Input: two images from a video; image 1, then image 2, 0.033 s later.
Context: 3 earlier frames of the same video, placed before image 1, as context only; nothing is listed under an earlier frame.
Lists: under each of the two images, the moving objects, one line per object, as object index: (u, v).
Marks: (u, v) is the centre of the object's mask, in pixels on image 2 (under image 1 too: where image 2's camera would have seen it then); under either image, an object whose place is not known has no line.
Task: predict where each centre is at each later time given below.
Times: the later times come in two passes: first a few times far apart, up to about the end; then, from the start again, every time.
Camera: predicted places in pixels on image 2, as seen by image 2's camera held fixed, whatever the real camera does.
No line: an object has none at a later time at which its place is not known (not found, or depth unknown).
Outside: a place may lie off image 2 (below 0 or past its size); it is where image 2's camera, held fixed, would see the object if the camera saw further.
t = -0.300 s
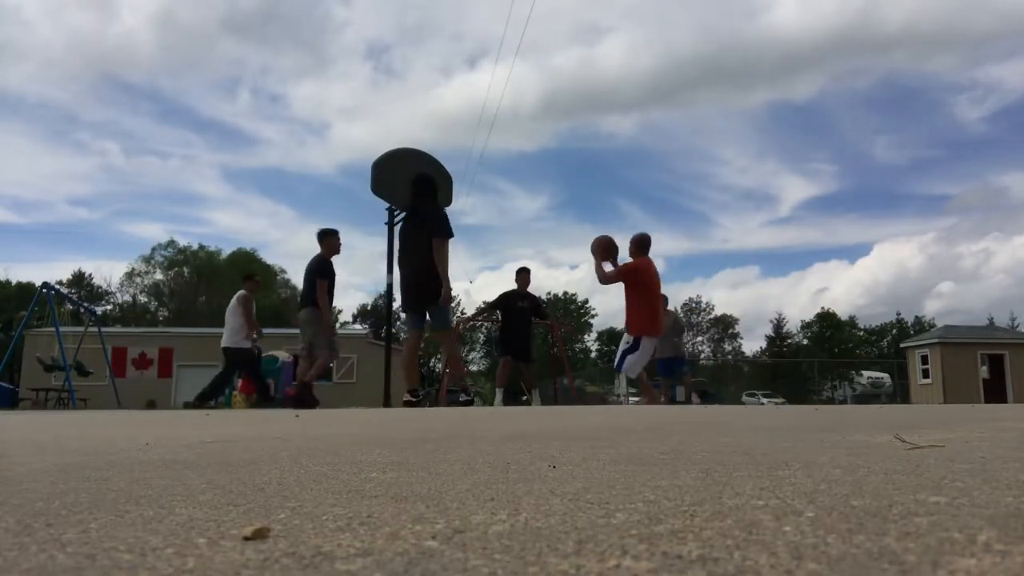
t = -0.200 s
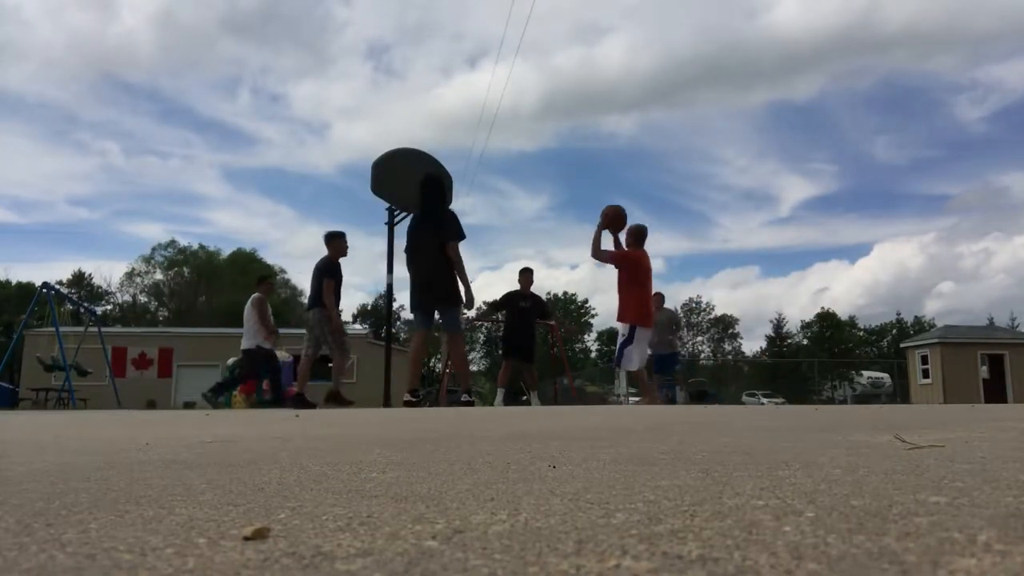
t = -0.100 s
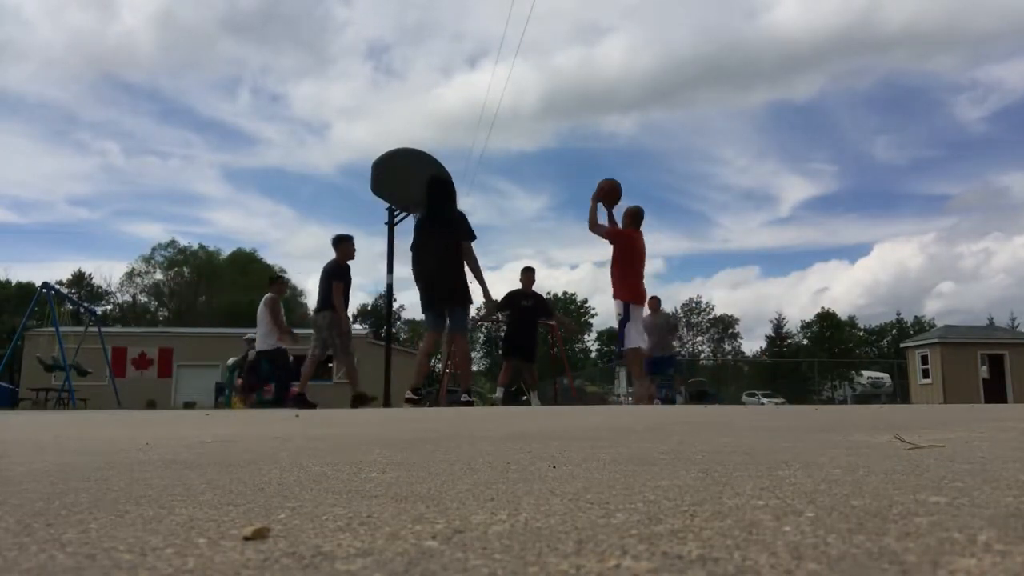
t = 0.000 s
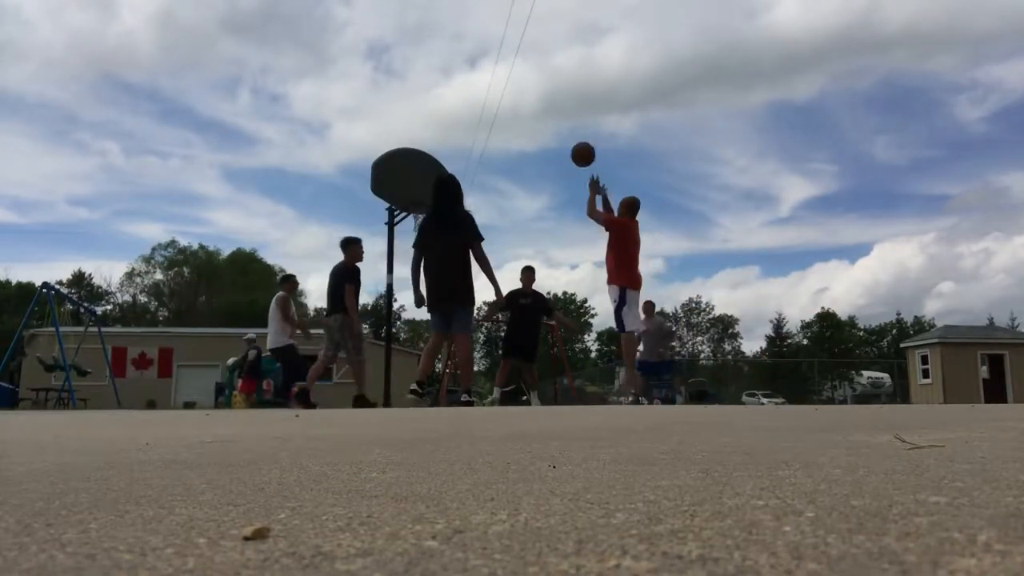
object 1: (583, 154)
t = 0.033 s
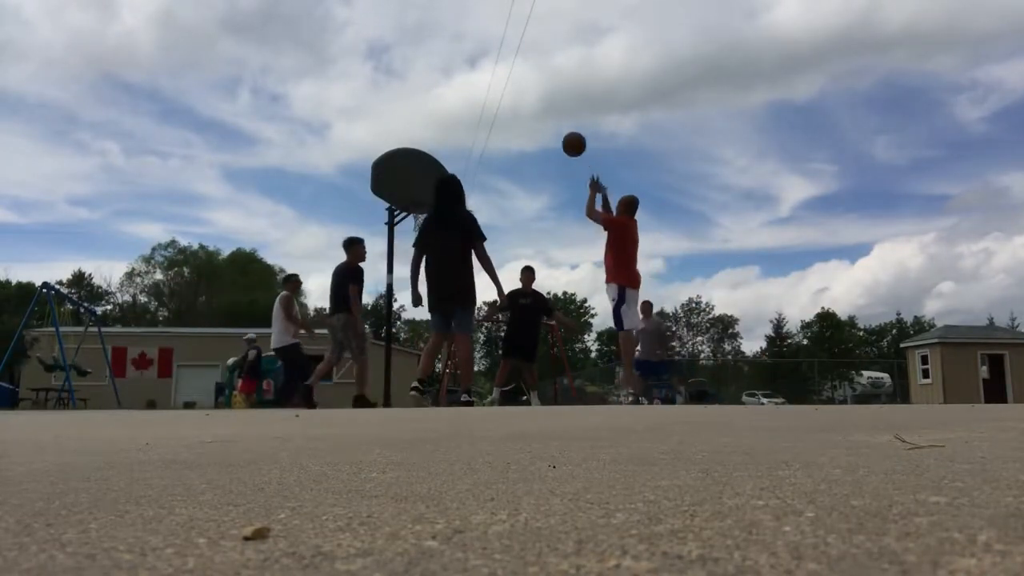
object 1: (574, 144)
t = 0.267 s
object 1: (519, 109)
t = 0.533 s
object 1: (469, 129)
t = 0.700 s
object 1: (443, 165)
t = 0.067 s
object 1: (565, 135)
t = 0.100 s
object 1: (557, 128)
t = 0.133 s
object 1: (549, 122)
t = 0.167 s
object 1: (541, 117)
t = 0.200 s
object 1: (533, 113)
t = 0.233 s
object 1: (526, 111)
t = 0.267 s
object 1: (519, 109)
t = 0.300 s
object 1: (512, 108)
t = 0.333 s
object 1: (505, 109)
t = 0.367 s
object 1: (498, 110)
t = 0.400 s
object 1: (492, 112)
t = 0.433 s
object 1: (486, 115)
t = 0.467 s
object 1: (480, 119)
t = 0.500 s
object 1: (474, 123)
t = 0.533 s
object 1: (469, 129)
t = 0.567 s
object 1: (463, 135)
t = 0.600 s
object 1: (457, 142)
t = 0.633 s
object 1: (452, 149)
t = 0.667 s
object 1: (447, 157)
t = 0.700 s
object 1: (443, 165)
